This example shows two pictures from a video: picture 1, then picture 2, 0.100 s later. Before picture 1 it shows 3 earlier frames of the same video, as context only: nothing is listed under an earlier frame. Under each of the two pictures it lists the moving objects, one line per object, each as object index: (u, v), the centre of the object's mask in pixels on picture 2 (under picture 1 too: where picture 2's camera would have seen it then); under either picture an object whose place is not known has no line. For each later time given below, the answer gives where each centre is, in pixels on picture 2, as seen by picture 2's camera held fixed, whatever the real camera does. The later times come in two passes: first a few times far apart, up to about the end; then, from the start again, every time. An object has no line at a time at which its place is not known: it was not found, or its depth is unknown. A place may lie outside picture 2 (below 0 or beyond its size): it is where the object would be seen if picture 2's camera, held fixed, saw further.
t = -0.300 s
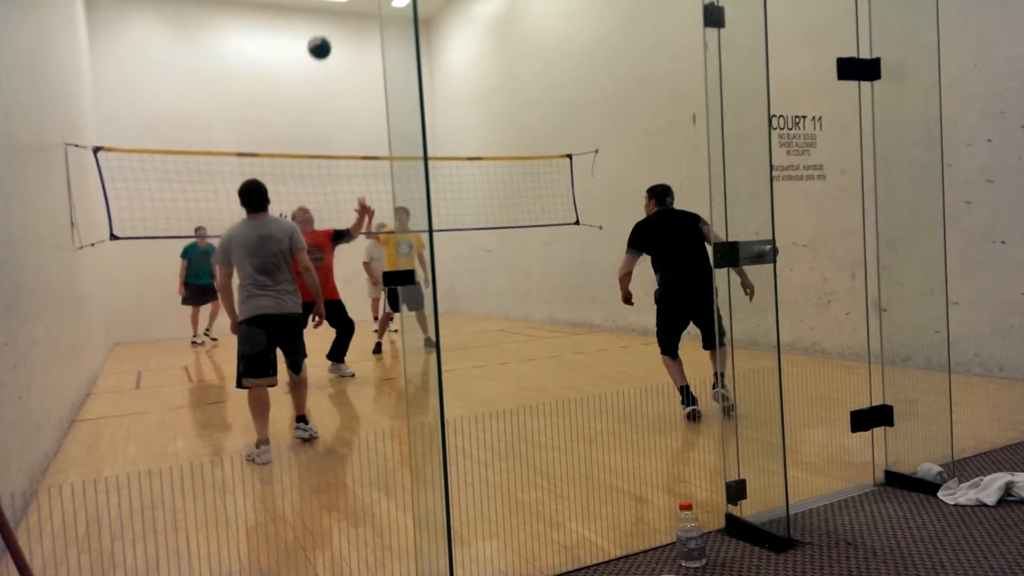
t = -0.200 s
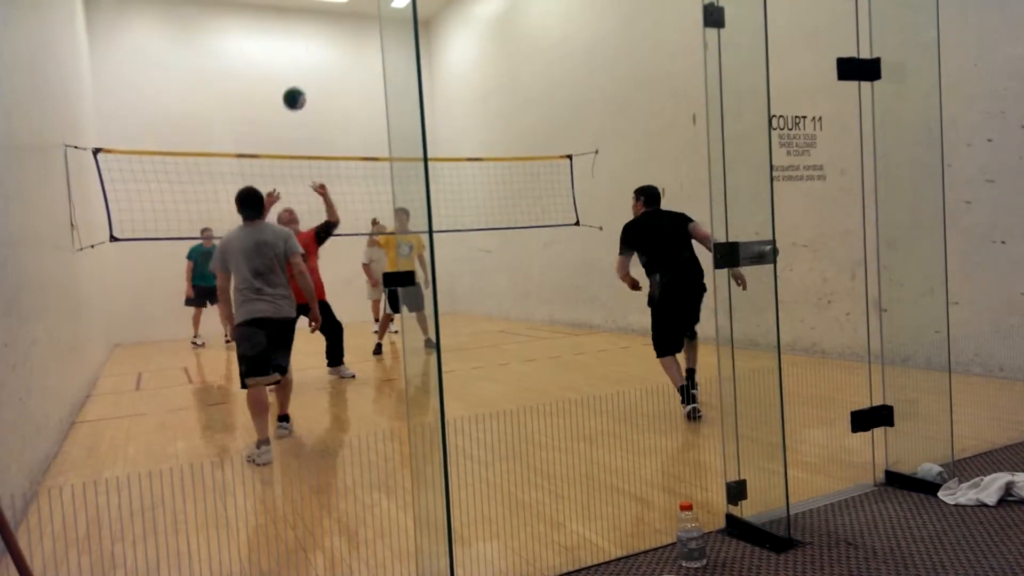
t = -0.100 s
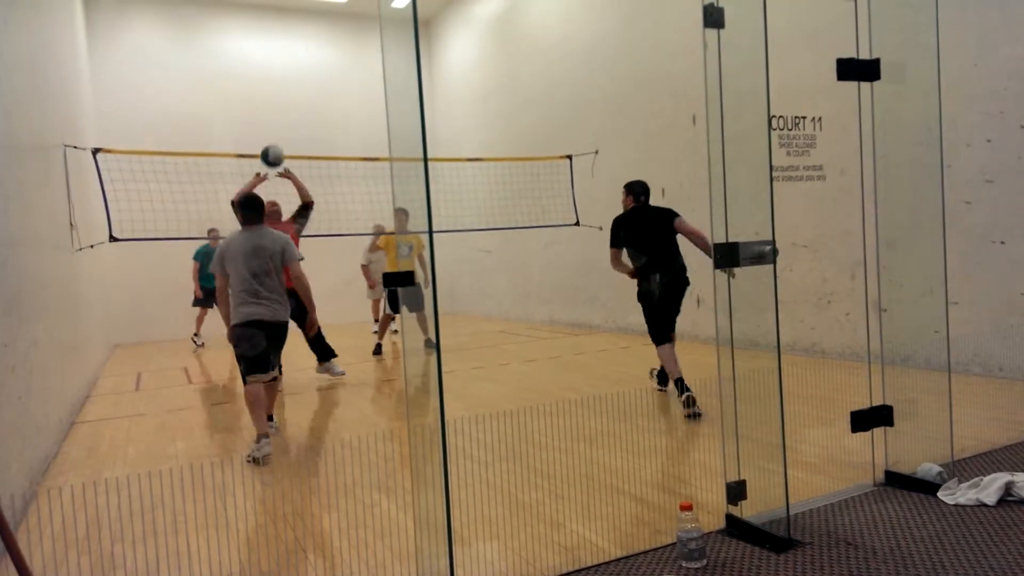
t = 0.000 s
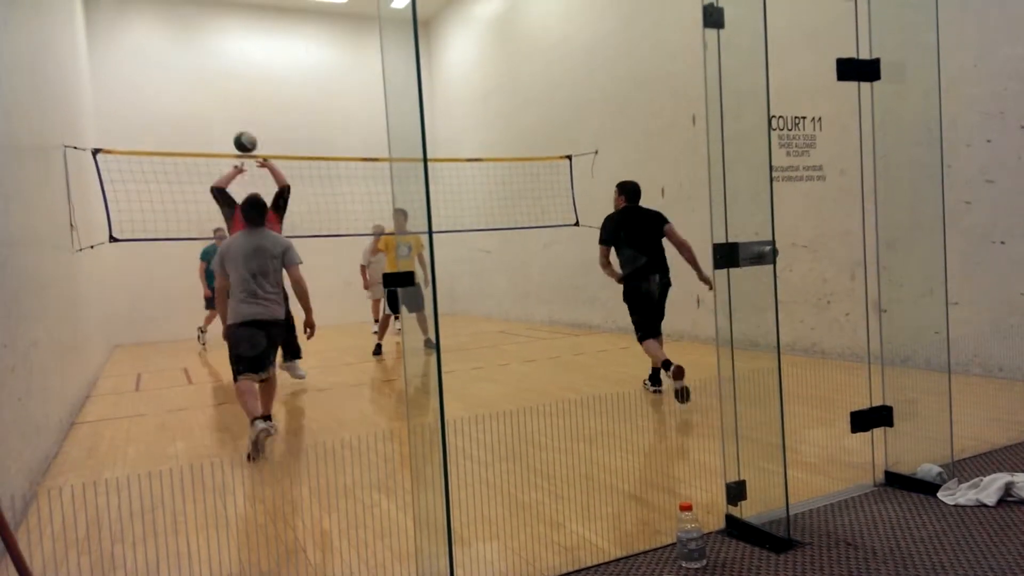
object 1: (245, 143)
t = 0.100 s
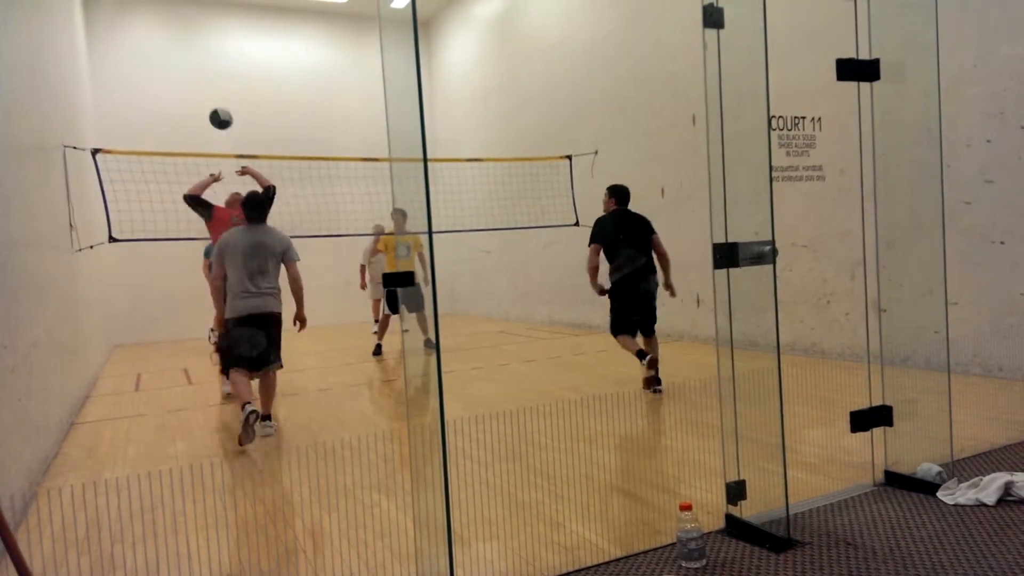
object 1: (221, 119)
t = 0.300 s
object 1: (178, 103)
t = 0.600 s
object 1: (124, 151)
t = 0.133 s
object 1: (213, 113)
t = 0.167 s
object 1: (205, 109)
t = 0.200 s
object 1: (198, 106)
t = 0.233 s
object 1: (191, 104)
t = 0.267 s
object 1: (184, 103)
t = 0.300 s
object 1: (178, 103)
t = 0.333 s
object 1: (171, 105)
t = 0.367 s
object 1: (164, 107)
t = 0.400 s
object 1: (158, 110)
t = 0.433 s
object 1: (152, 115)
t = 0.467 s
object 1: (146, 120)
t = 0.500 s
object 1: (141, 127)
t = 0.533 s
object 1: (135, 134)
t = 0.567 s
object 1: (130, 142)
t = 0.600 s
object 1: (124, 151)
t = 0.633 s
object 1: (119, 163)
